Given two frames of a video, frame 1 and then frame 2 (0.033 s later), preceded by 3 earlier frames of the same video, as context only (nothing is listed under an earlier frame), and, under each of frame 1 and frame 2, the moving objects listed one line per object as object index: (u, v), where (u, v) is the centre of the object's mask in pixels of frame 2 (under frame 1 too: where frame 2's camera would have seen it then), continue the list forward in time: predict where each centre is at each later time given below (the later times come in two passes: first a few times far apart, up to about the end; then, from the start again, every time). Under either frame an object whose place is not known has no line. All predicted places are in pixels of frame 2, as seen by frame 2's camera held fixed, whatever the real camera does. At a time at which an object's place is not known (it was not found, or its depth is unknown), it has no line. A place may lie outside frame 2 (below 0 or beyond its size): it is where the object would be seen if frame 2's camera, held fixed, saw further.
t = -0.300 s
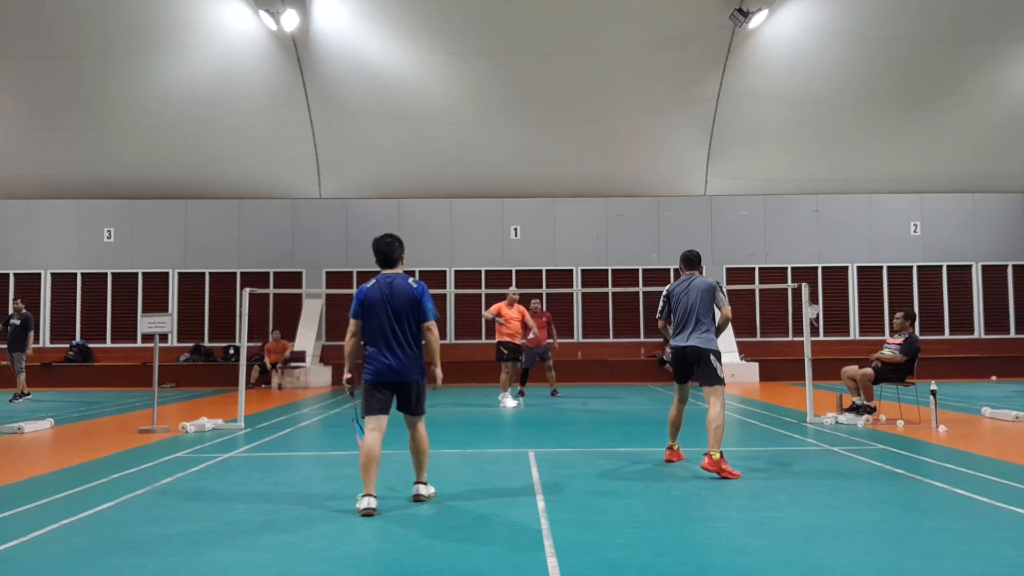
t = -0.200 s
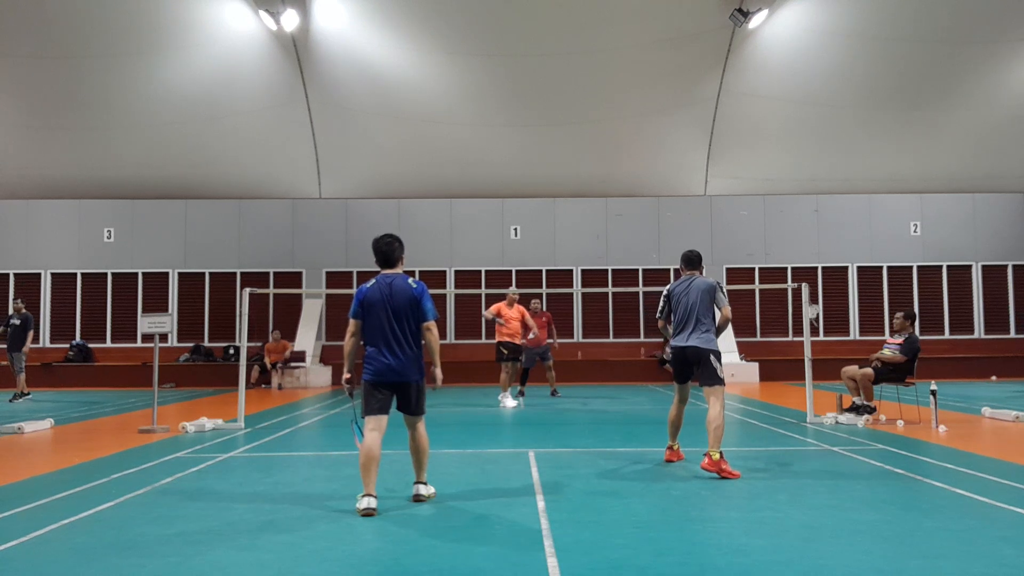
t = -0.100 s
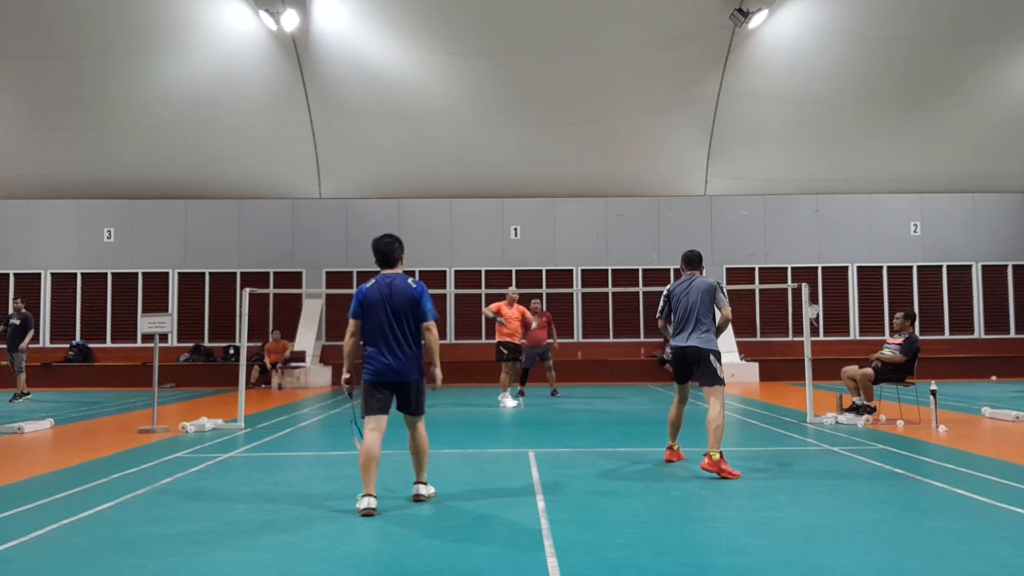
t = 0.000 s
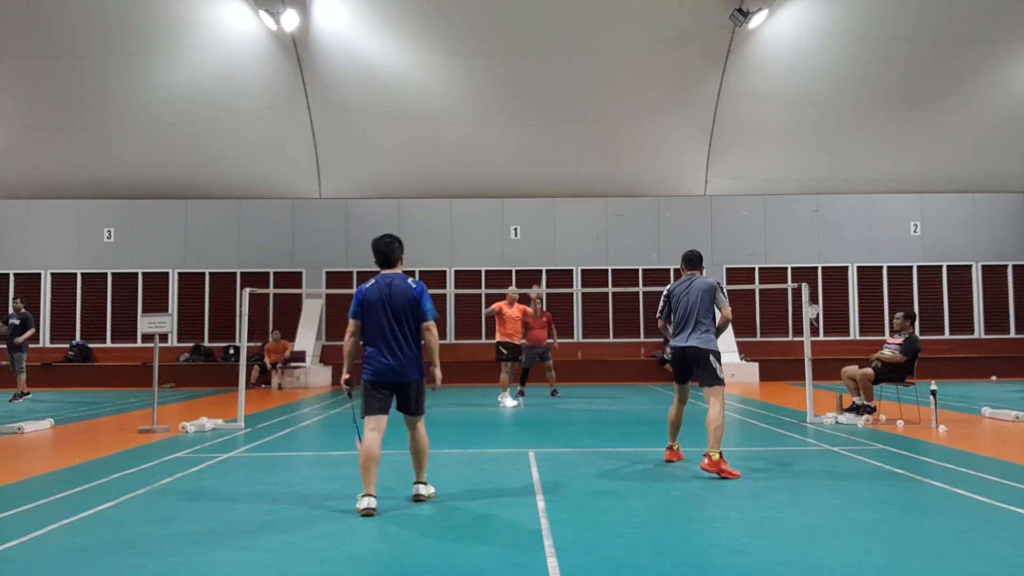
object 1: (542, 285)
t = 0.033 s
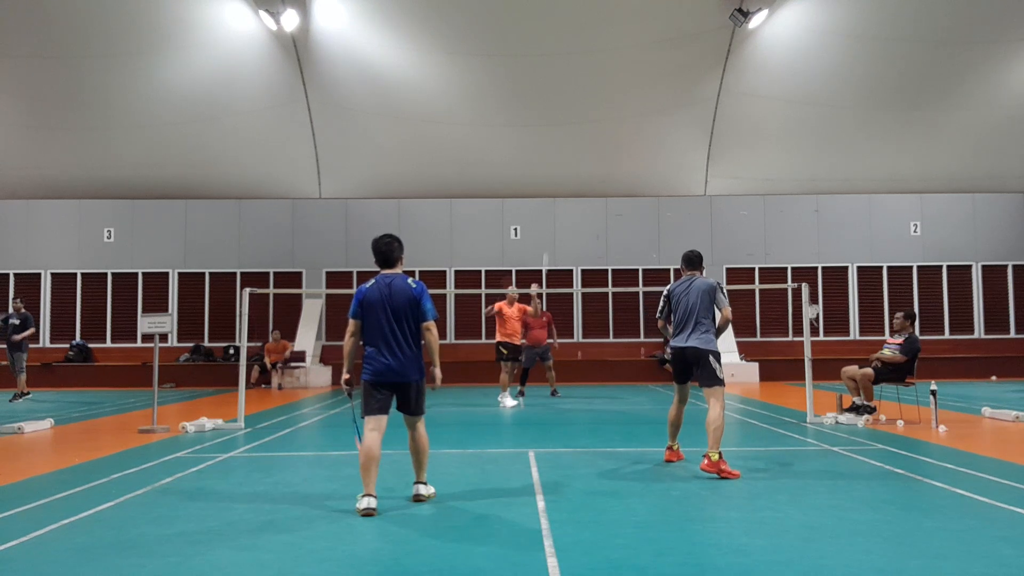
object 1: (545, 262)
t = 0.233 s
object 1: (565, 158)
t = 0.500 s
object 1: (591, 73)
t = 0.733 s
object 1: (615, 62)
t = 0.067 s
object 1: (548, 243)
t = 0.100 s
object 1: (552, 225)
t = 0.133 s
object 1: (555, 207)
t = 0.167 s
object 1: (558, 189)
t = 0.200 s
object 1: (562, 173)
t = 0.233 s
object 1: (565, 158)
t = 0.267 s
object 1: (568, 144)
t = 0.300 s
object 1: (571, 131)
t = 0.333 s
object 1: (575, 119)
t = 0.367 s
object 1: (578, 108)
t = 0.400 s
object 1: (581, 97)
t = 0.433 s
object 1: (585, 88)
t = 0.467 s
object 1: (588, 80)
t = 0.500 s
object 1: (591, 73)
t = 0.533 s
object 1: (595, 66)
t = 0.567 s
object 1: (598, 62)
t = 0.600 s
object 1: (602, 59)
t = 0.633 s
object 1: (605, 58)
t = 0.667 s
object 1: (608, 58)
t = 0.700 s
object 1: (611, 59)
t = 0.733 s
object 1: (615, 62)
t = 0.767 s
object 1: (620, 68)
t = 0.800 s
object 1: (624, 75)
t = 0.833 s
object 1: (627, 86)
